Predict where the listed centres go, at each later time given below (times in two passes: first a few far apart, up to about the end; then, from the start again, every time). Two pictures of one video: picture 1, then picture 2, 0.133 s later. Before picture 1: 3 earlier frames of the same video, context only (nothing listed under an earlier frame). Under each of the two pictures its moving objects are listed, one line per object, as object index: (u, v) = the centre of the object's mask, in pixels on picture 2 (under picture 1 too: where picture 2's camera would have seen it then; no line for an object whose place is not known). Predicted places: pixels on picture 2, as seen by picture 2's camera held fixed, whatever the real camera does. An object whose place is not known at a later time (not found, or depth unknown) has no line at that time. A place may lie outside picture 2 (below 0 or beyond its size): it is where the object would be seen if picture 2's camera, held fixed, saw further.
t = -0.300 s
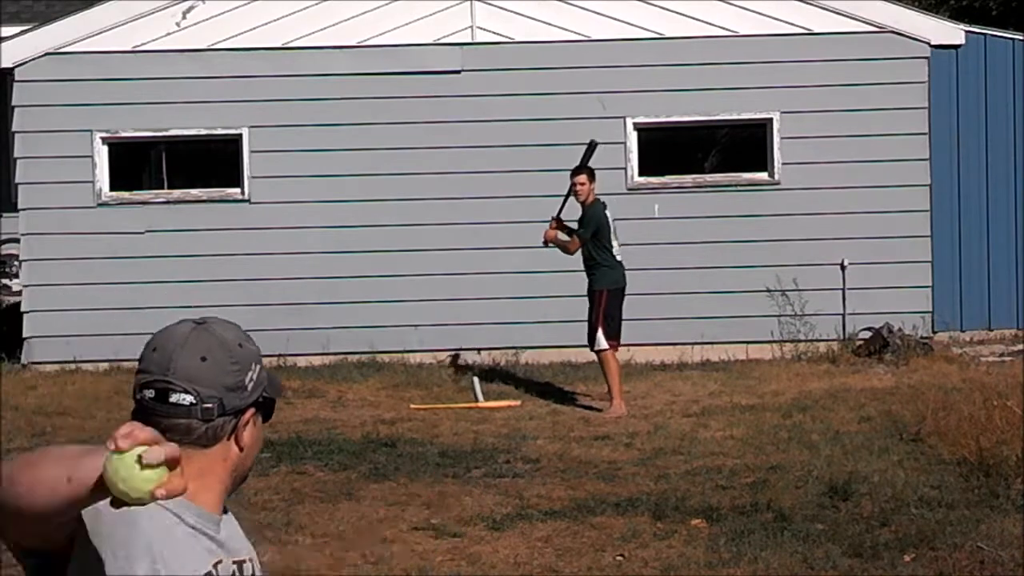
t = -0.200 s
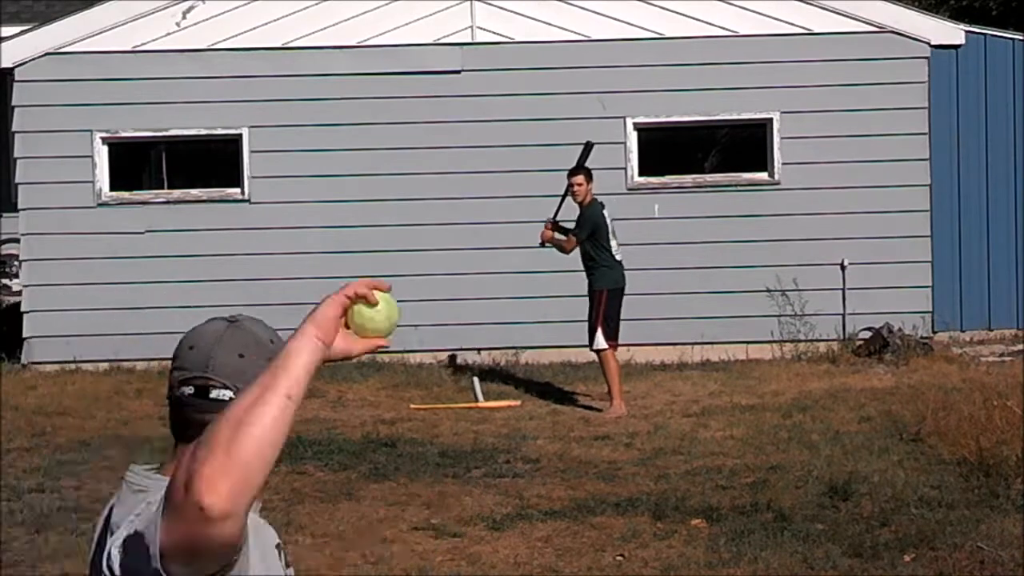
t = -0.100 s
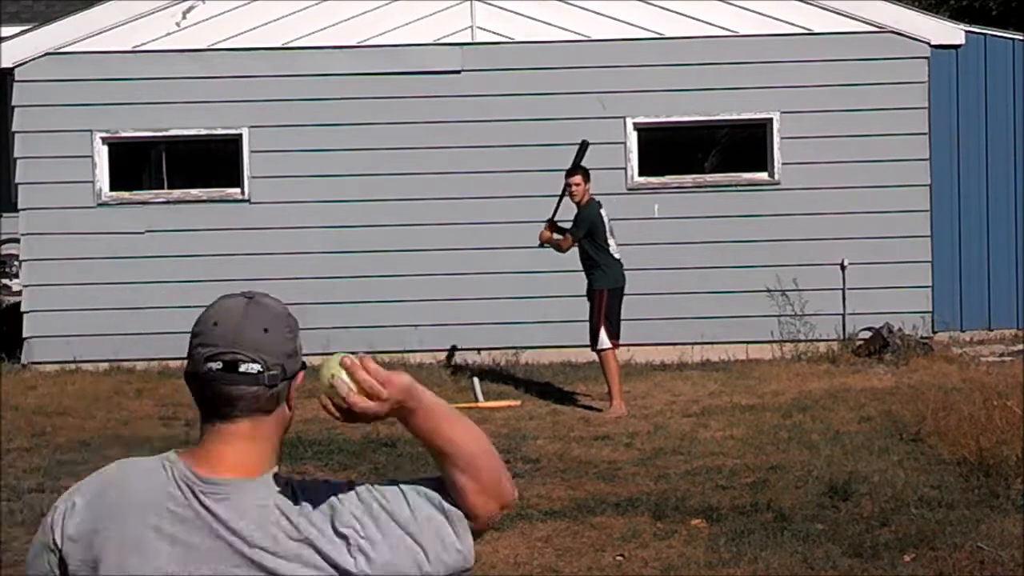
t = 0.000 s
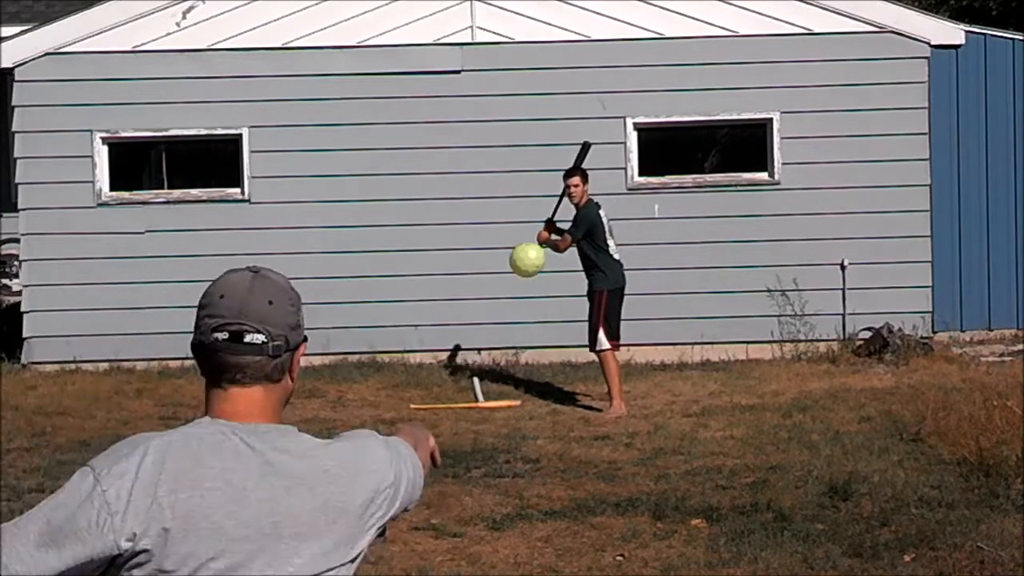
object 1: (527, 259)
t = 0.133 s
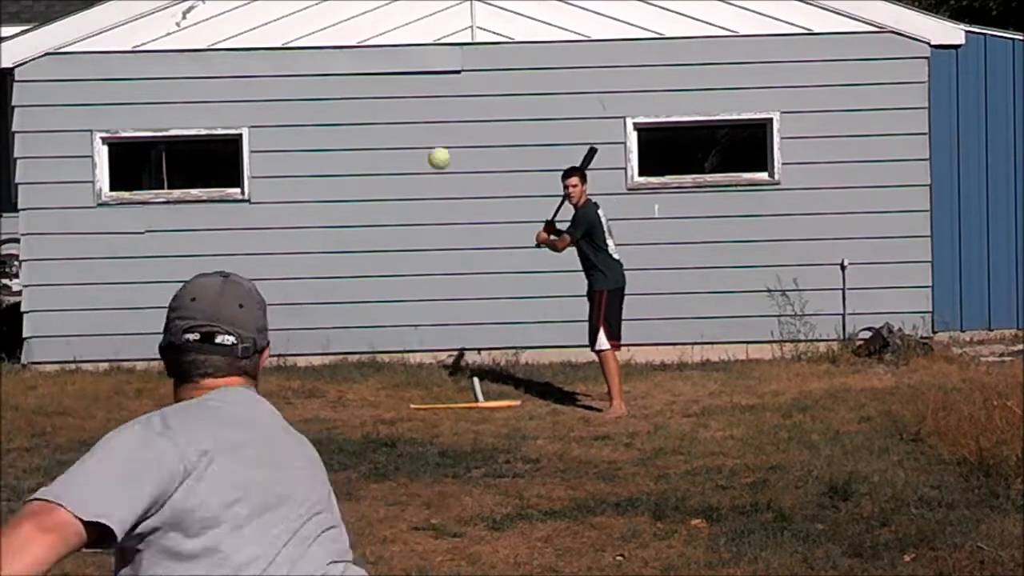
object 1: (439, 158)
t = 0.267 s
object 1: (431, 131)
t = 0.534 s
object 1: (475, 153)
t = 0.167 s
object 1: (433, 147)
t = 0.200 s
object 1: (430, 138)
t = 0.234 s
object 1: (430, 134)
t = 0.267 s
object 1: (431, 131)
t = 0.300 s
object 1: (434, 129)
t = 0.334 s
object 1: (438, 130)
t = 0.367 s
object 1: (442, 131)
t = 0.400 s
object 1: (448, 134)
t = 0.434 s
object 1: (454, 138)
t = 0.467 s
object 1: (463, 142)
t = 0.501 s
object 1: (468, 147)
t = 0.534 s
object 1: (475, 153)
